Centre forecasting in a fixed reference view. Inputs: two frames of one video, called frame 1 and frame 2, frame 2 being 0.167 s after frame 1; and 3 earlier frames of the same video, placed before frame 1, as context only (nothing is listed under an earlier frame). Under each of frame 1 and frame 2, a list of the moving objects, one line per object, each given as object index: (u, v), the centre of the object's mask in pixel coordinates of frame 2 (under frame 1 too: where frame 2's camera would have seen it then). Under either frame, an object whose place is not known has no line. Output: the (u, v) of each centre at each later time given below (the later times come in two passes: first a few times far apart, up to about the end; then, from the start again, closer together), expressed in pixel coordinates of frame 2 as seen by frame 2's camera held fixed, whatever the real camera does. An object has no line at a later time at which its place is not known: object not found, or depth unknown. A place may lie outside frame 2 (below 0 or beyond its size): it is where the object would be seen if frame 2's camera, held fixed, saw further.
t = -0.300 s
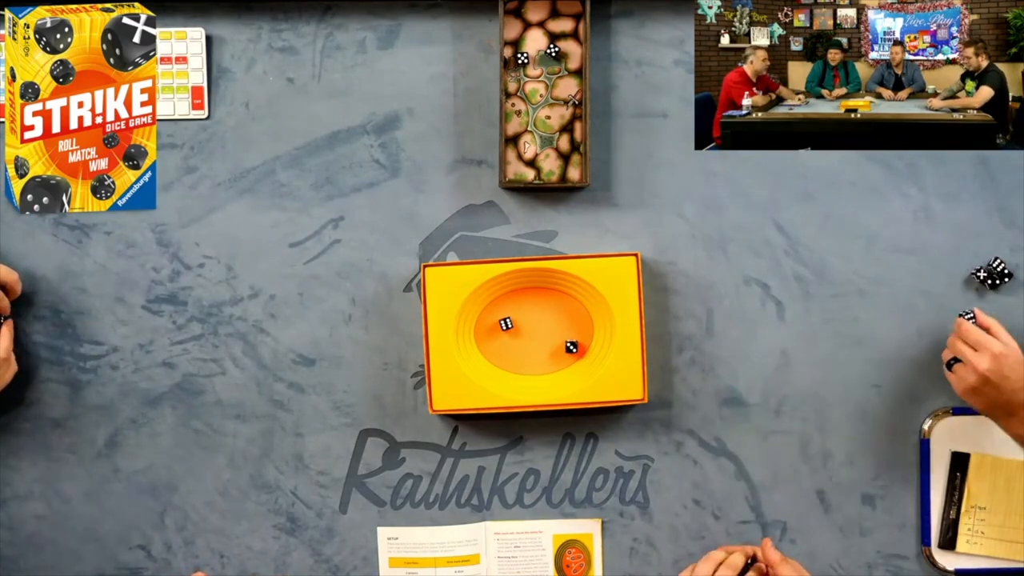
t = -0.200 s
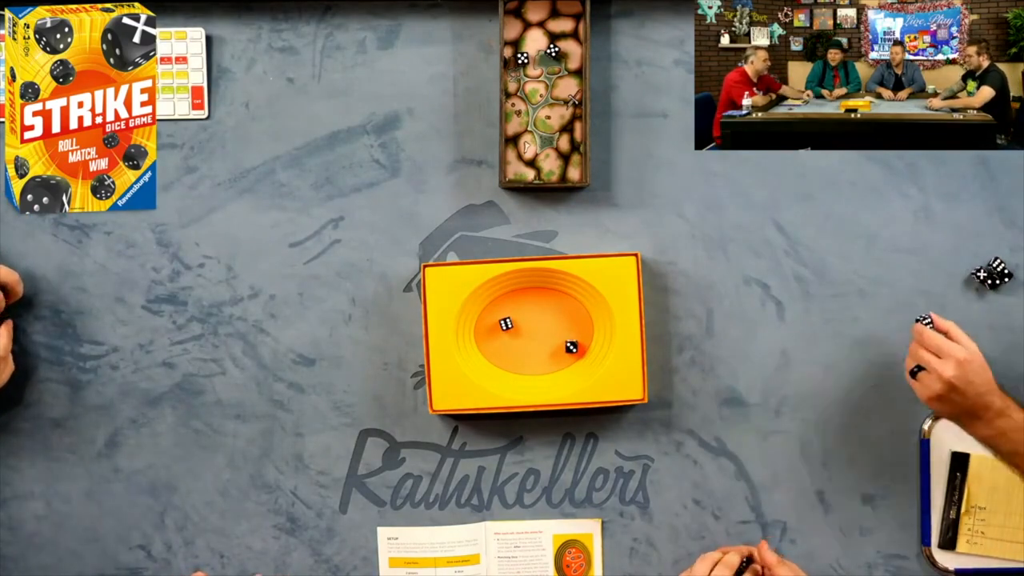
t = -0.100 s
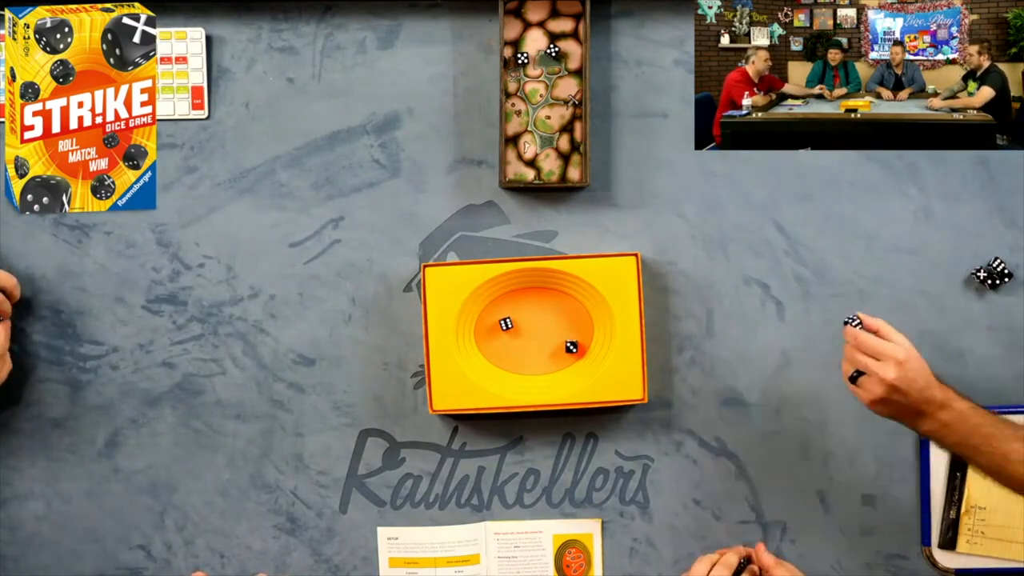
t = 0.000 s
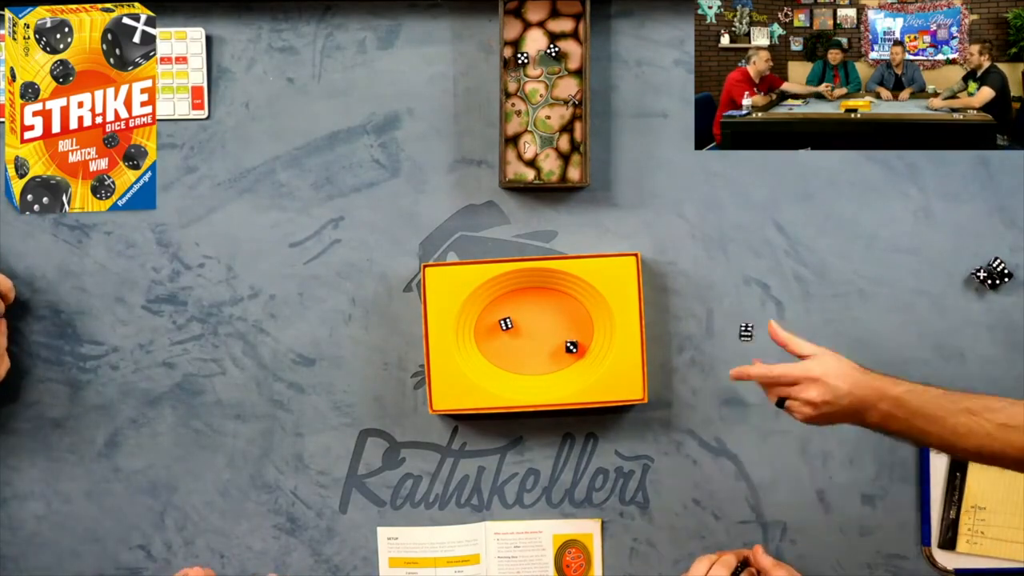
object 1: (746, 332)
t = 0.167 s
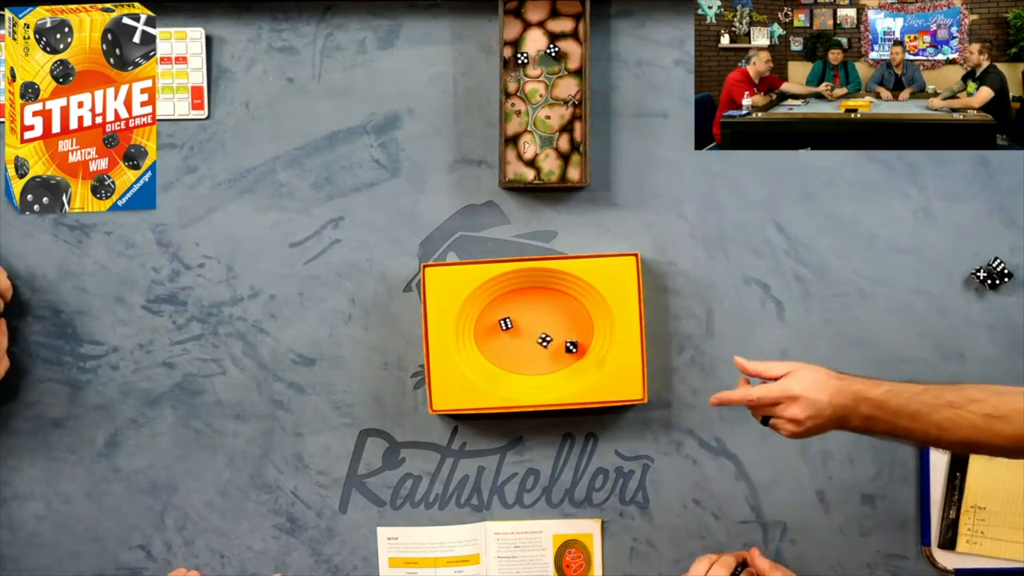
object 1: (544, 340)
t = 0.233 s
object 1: (497, 350)
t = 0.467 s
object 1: (482, 350)
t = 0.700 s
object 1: (491, 335)
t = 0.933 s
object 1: (493, 334)
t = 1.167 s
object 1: (494, 334)
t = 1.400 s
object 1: (494, 334)
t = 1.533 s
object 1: (494, 334)
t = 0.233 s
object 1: (497, 350)
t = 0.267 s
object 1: (489, 361)
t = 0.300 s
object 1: (484, 368)
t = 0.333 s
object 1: (487, 364)
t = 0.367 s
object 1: (490, 361)
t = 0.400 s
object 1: (492, 357)
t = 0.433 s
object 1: (486, 354)
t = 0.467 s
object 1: (482, 350)
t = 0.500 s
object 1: (480, 346)
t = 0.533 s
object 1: (480, 342)
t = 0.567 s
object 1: (481, 338)
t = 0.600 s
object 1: (482, 336)
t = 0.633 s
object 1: (485, 335)
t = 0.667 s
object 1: (487, 334)
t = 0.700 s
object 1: (491, 335)
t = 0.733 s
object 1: (491, 337)
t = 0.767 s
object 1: (492, 337)
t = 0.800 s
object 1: (493, 335)
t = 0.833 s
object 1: (495, 335)
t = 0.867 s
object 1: (494, 334)
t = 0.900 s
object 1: (494, 334)
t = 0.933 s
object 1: (493, 334)
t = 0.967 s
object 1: (493, 334)
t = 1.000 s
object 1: (494, 334)
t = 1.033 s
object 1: (494, 334)
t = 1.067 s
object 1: (494, 334)
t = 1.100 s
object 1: (494, 334)
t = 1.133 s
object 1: (494, 334)
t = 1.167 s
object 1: (494, 334)
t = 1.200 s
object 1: (494, 334)
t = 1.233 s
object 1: (494, 334)
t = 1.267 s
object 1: (494, 334)
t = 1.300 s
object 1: (494, 334)
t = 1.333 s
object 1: (494, 334)
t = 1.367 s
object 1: (494, 334)
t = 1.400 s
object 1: (494, 334)
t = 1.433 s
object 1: (494, 334)
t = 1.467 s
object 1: (494, 334)
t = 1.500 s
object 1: (494, 334)
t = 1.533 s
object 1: (494, 334)
